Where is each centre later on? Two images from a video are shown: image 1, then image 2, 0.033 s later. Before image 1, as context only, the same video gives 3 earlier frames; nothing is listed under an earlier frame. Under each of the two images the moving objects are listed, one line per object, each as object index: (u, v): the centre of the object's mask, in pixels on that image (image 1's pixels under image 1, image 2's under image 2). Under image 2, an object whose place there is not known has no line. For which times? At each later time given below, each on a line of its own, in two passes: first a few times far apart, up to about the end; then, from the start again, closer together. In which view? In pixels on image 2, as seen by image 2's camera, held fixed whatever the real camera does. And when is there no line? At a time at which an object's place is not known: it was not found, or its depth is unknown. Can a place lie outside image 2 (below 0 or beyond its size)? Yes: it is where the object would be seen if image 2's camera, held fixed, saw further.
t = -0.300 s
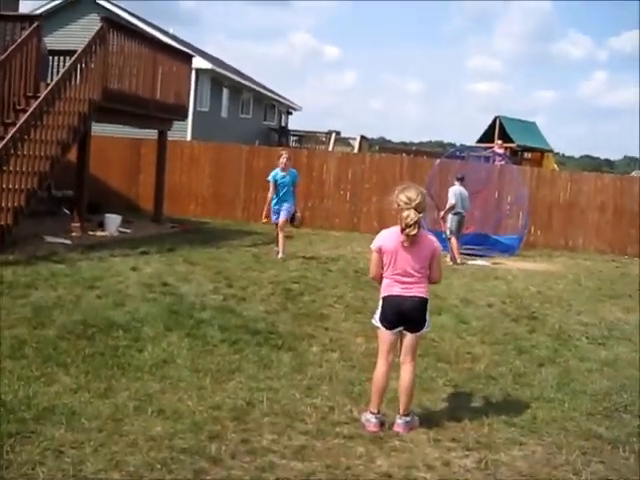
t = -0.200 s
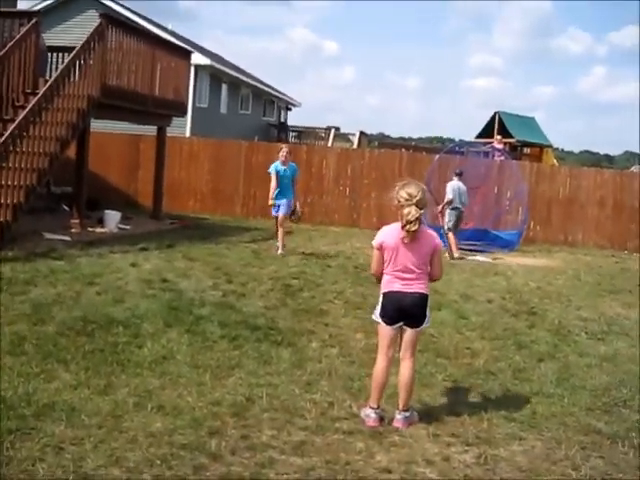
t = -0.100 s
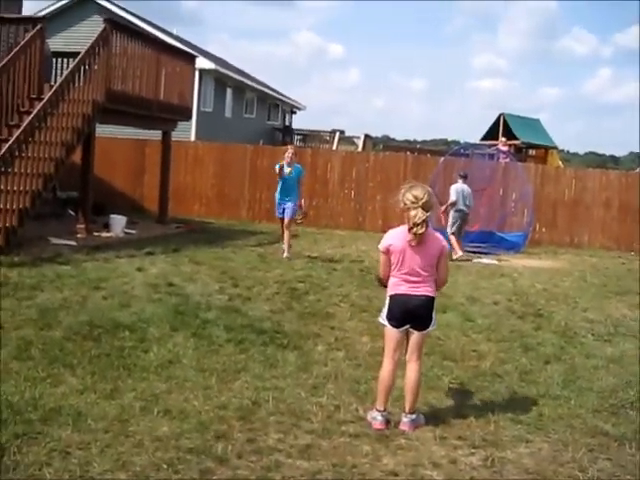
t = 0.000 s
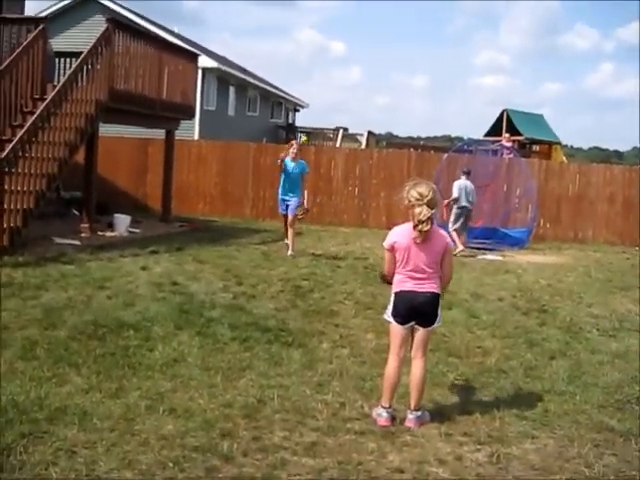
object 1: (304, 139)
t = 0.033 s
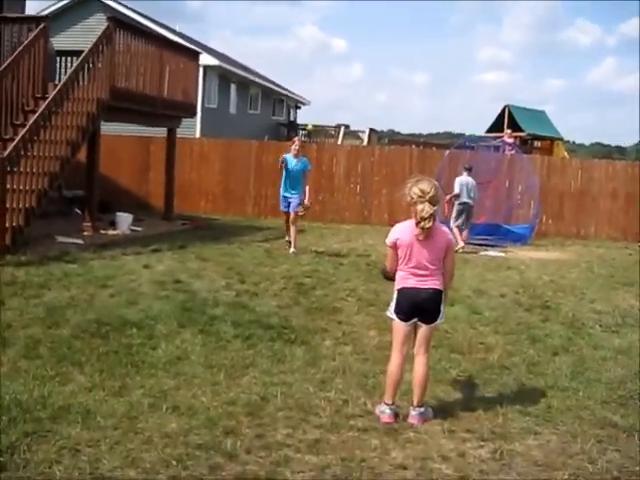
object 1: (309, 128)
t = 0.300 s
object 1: (350, 87)
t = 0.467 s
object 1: (380, 100)
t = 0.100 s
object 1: (319, 112)
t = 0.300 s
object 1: (350, 87)
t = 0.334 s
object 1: (355, 87)
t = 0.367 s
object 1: (361, 87)
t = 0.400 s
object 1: (367, 90)
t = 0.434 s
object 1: (373, 94)
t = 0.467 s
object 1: (380, 100)
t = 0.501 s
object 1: (387, 109)
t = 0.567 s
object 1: (403, 131)
